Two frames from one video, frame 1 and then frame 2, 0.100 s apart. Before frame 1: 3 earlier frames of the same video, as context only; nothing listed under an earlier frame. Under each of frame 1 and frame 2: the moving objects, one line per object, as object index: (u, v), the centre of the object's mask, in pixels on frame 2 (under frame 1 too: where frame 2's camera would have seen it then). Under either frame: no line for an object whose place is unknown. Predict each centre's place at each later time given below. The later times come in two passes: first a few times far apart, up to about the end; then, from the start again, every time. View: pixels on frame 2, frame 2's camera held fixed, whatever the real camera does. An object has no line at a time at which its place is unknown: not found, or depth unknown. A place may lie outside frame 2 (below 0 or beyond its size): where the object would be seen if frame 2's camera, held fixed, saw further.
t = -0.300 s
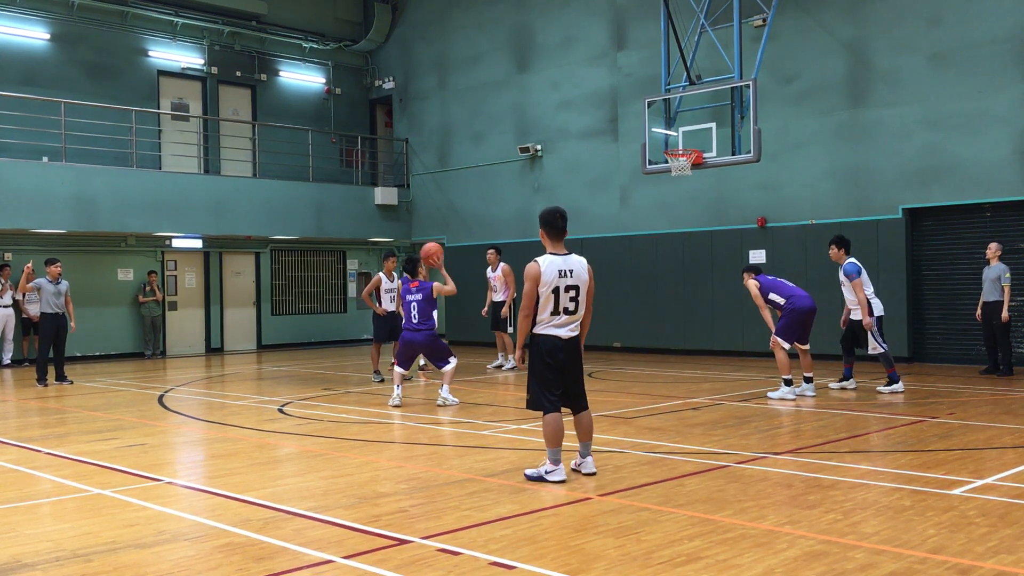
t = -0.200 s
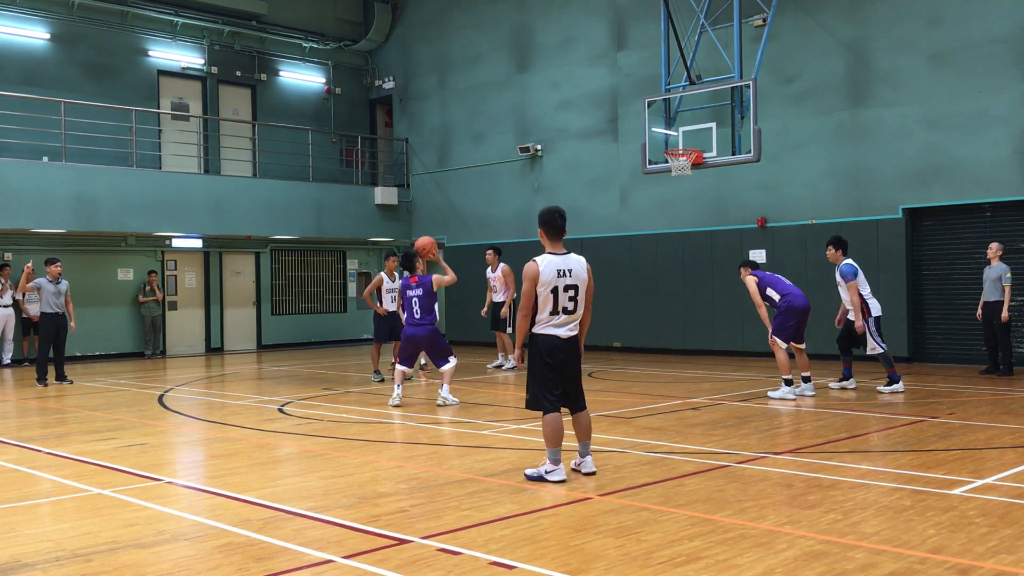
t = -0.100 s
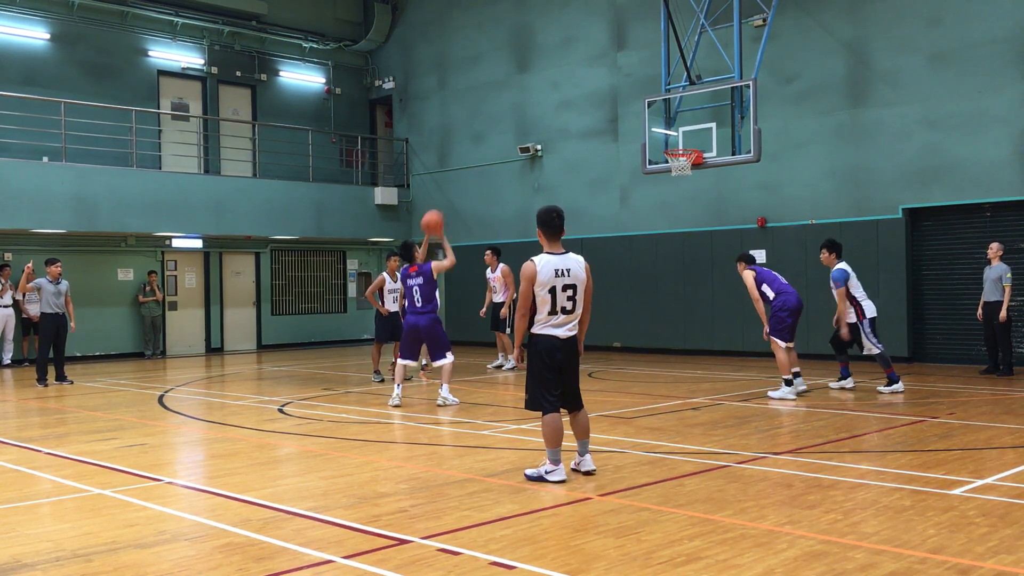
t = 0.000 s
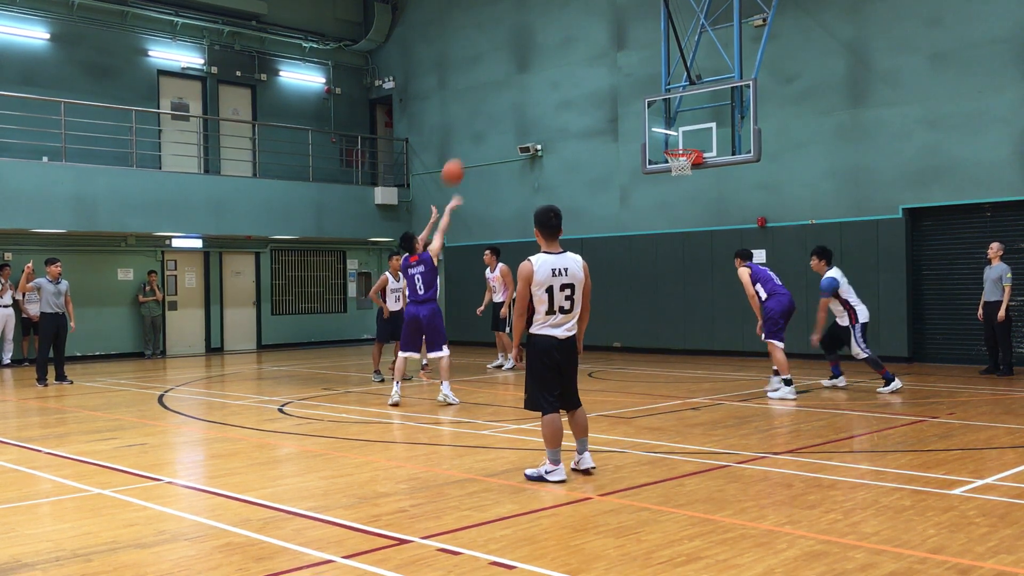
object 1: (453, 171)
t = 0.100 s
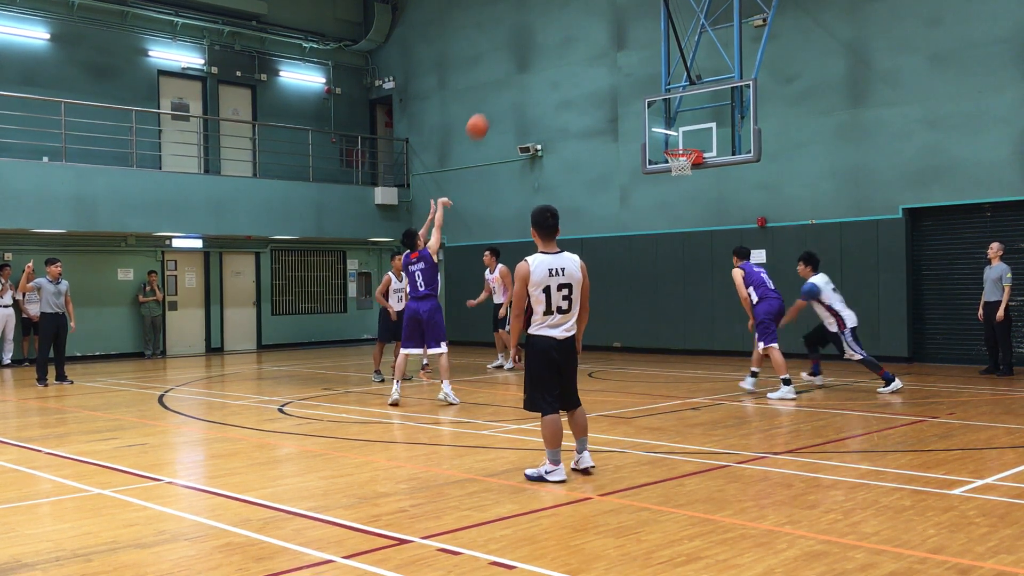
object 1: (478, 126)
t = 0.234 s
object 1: (508, 82)
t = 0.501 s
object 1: (565, 42)
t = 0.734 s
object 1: (611, 56)
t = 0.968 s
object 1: (653, 108)
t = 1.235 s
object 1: (668, 115)
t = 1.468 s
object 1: (664, 104)
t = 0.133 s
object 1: (487, 113)
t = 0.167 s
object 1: (494, 101)
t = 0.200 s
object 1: (501, 91)
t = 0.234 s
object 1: (508, 82)
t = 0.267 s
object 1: (516, 73)
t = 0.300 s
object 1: (523, 66)
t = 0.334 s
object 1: (530, 60)
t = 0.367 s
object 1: (538, 54)
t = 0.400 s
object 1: (544, 50)
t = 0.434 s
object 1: (552, 47)
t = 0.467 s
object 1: (558, 44)
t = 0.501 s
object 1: (565, 42)
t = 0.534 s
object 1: (572, 42)
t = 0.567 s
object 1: (579, 42)
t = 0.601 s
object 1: (585, 43)
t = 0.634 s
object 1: (592, 45)
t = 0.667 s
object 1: (598, 48)
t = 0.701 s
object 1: (604, 51)
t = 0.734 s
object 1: (611, 56)
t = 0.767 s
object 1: (617, 61)
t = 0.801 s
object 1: (623, 67)
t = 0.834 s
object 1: (629, 74)
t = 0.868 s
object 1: (635, 81)
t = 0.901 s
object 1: (641, 89)
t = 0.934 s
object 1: (647, 98)
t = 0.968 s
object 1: (653, 108)
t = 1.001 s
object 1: (659, 117)
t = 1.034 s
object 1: (664, 128)
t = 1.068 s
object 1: (669, 141)
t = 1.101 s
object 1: (670, 139)
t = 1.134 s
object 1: (670, 132)
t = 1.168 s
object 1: (669, 125)
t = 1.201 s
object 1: (669, 120)
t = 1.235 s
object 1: (668, 115)
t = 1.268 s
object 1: (668, 111)
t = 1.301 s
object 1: (668, 108)
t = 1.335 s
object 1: (666, 106)
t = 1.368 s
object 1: (666, 104)
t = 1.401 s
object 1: (665, 103)
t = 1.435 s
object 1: (665, 103)
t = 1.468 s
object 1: (664, 104)
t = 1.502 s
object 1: (664, 106)
